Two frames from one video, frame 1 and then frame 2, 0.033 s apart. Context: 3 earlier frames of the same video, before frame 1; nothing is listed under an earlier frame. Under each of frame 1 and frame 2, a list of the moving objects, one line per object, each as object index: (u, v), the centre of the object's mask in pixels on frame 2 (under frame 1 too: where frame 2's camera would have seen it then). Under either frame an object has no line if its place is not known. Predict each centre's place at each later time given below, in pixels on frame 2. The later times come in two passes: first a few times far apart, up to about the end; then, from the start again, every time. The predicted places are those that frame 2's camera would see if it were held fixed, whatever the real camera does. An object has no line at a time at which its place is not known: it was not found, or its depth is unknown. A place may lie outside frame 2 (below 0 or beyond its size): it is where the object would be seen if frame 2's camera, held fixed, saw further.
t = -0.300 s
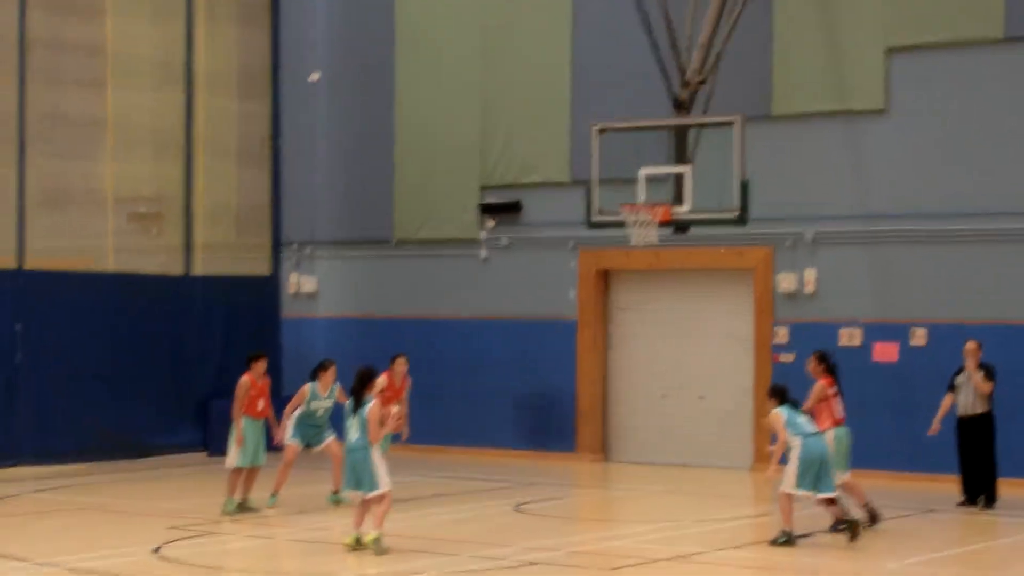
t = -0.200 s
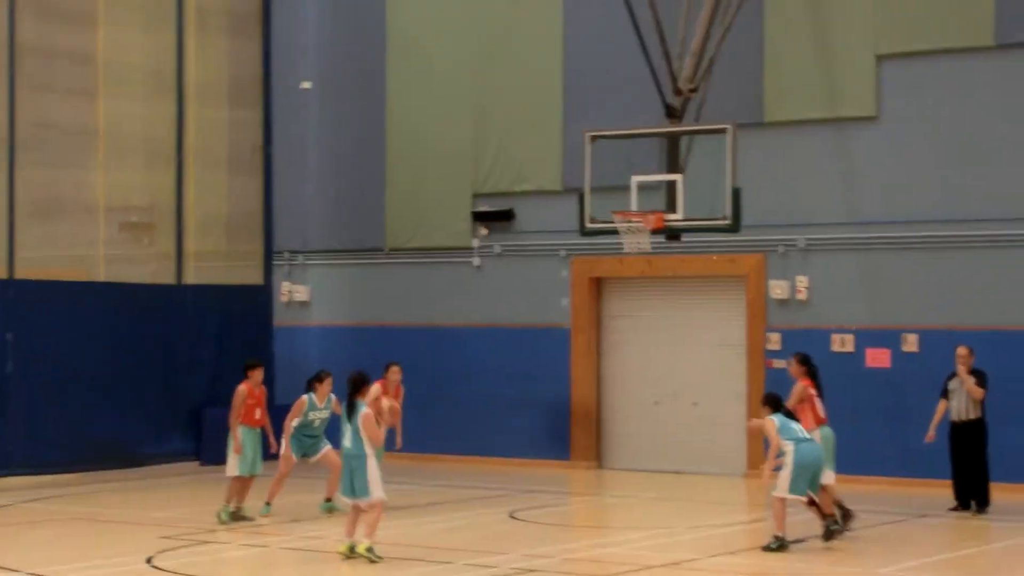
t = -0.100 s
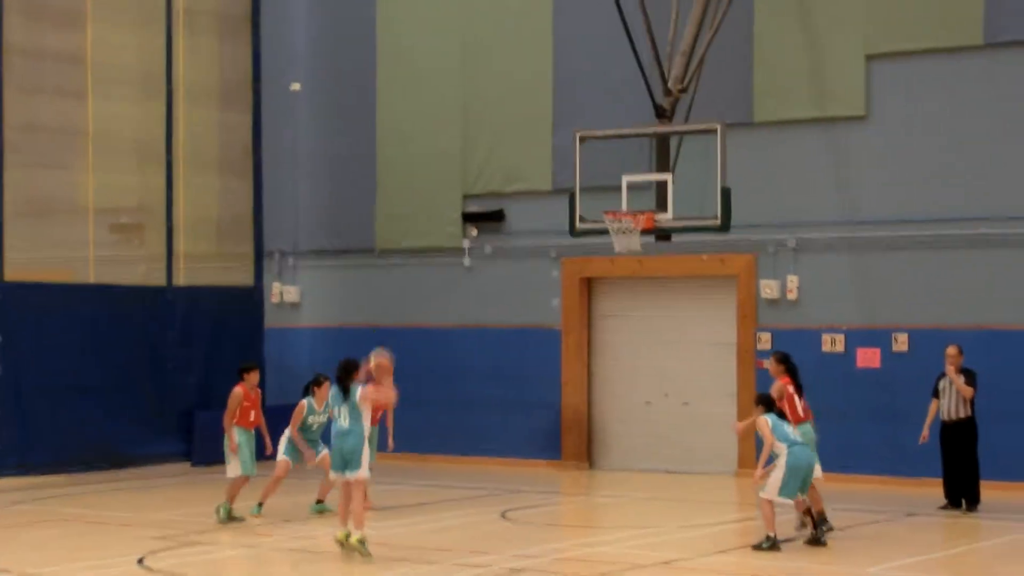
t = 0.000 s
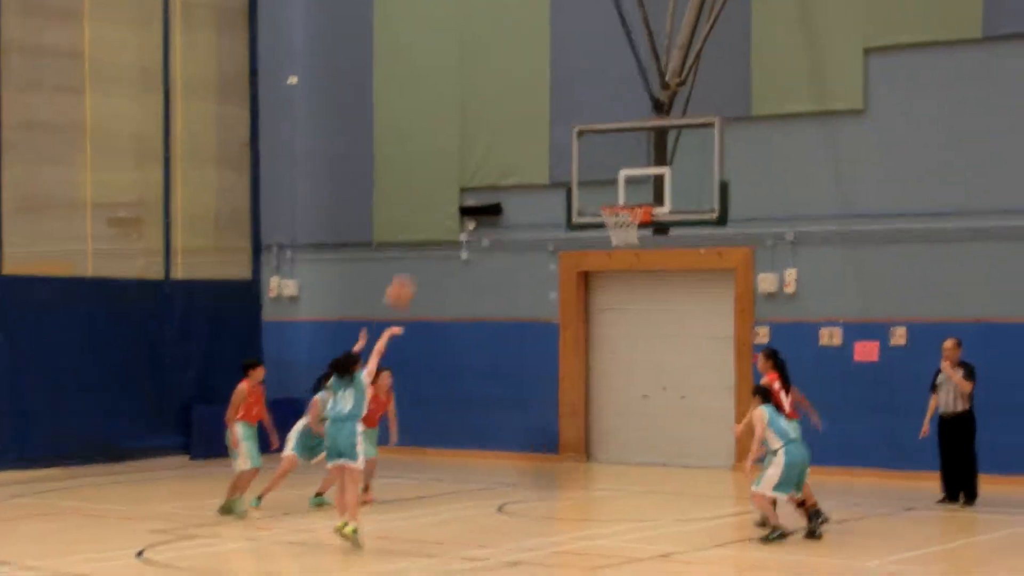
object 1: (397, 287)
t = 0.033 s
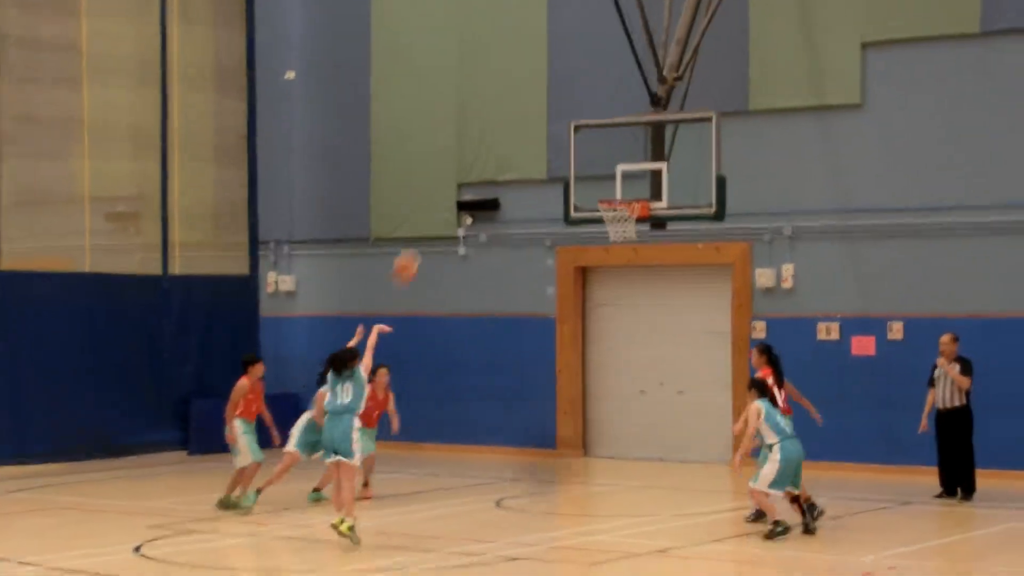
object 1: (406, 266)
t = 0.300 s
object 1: (475, 151)
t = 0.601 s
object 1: (543, 119)
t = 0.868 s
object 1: (599, 164)
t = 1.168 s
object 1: (647, 140)
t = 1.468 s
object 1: (690, 135)
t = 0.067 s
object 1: (415, 247)
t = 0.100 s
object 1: (424, 231)
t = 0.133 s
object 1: (433, 213)
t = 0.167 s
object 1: (442, 199)
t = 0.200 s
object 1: (450, 185)
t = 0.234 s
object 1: (458, 173)
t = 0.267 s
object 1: (467, 161)
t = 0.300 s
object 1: (475, 151)
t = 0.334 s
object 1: (483, 143)
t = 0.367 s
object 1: (490, 136)
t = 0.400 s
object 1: (498, 129)
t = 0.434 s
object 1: (507, 125)
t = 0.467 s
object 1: (514, 121)
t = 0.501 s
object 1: (521, 119)
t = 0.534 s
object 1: (529, 118)
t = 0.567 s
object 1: (536, 117)
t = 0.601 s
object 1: (543, 119)
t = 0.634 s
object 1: (550, 120)
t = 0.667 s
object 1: (558, 124)
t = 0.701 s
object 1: (565, 127)
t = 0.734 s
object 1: (571, 132)
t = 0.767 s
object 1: (578, 139)
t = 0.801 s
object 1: (585, 146)
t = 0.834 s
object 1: (593, 155)
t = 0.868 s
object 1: (599, 164)
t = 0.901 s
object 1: (605, 174)
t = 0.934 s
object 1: (612, 186)
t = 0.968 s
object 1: (618, 189)
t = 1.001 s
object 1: (623, 179)
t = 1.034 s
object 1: (628, 169)
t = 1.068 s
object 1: (632, 160)
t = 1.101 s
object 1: (637, 152)
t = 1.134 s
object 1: (642, 146)
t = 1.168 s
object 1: (647, 140)
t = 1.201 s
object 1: (652, 135)
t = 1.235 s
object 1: (656, 132)
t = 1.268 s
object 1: (662, 129)
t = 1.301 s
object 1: (666, 128)
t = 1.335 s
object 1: (671, 127)
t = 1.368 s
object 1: (675, 128)
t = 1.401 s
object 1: (681, 129)
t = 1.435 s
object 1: (686, 131)
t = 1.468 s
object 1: (690, 135)
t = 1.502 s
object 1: (696, 140)
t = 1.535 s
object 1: (701, 147)
